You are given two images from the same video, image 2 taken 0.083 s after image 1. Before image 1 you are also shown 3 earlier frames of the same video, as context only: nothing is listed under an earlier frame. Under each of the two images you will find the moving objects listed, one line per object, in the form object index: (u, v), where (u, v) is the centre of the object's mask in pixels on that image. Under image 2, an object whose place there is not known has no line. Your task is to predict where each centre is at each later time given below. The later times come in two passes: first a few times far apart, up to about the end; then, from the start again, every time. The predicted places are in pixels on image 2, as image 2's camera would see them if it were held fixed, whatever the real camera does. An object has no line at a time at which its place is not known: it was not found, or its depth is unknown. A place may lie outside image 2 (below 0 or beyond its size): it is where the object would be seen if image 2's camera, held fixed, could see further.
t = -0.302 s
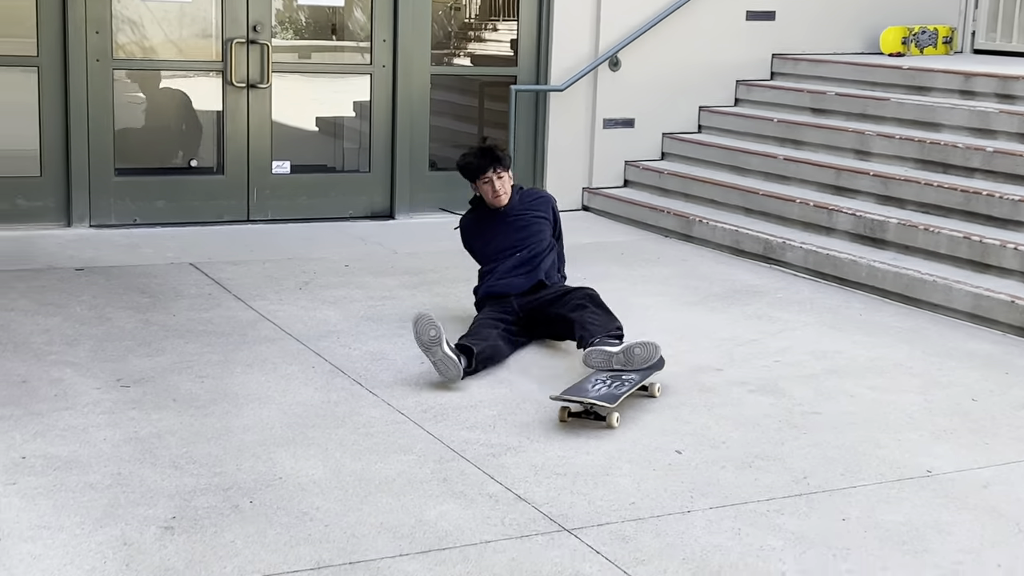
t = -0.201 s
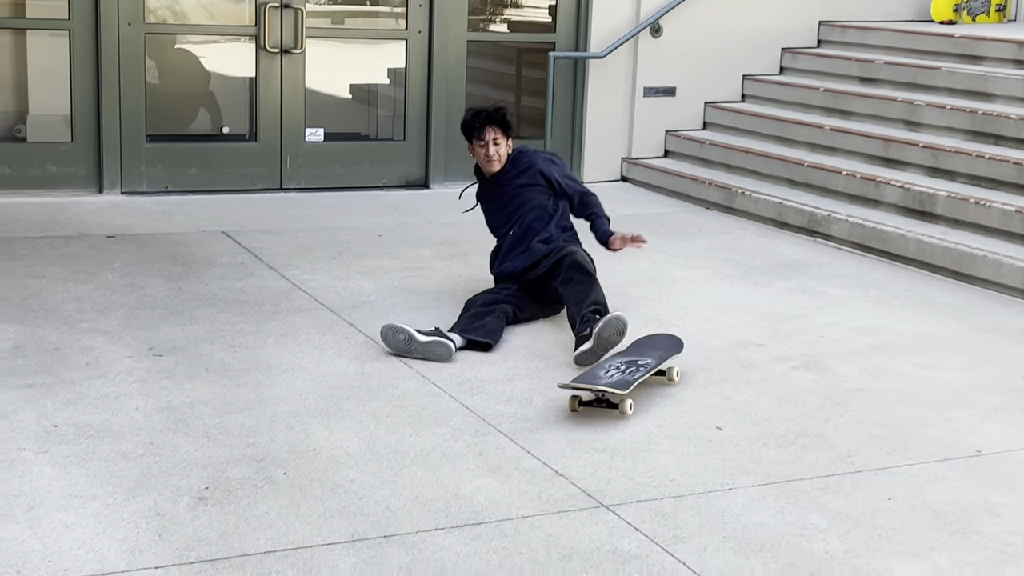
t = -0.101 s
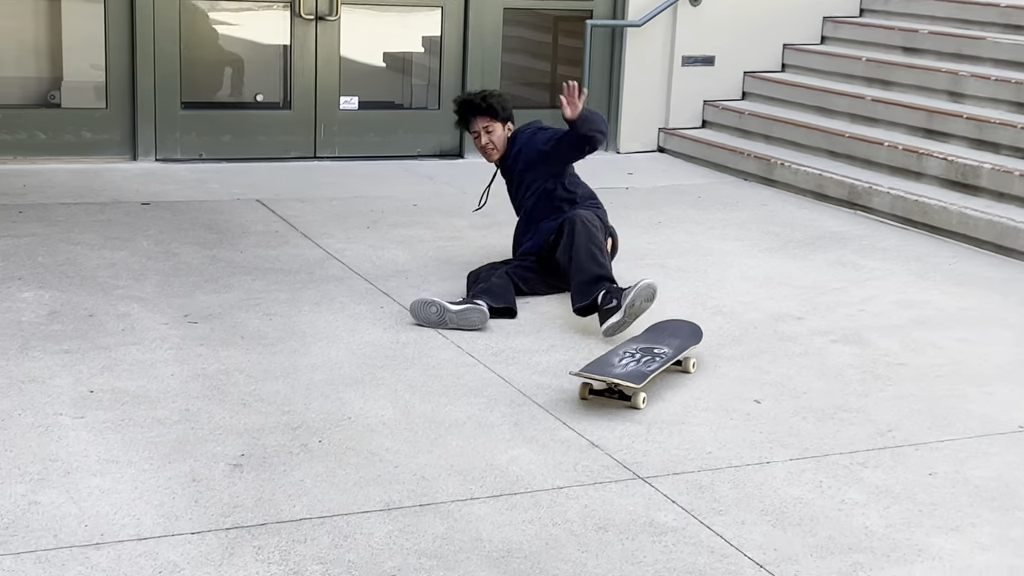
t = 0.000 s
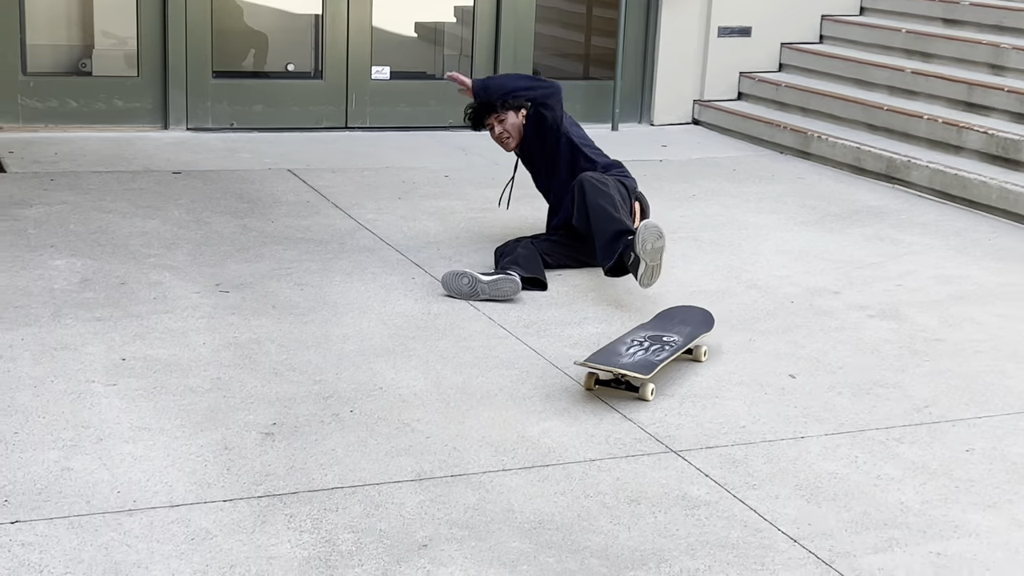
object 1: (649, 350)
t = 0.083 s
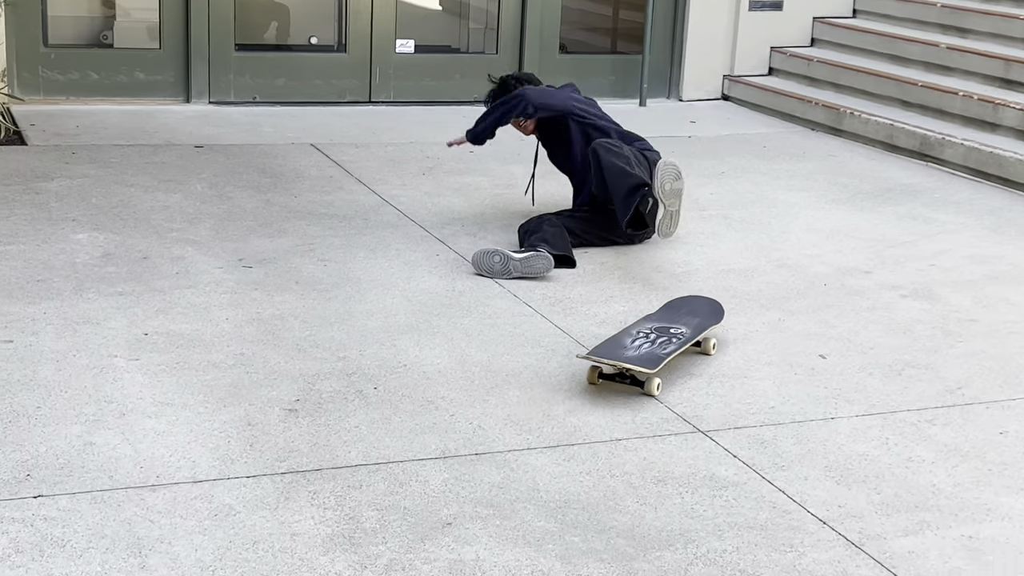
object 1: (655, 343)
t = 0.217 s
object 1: (620, 367)
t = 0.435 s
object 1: (555, 412)
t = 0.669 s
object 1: (474, 469)
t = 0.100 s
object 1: (651, 346)
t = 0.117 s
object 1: (648, 348)
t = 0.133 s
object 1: (642, 352)
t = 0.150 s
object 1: (638, 355)
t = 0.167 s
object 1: (634, 358)
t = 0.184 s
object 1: (630, 360)
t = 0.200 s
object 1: (625, 364)
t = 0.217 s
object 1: (620, 367)
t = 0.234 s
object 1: (615, 370)
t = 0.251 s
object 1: (611, 374)
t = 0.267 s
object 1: (606, 377)
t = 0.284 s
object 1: (601, 380)
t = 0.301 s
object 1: (596, 384)
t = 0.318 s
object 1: (591, 387)
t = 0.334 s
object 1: (586, 390)
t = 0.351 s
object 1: (581, 394)
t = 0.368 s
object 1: (576, 397)
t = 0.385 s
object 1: (571, 401)
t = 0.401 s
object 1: (566, 404)
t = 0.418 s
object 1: (561, 408)
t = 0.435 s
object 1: (555, 412)
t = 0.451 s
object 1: (550, 416)
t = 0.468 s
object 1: (545, 420)
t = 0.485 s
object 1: (539, 423)
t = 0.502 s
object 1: (533, 427)
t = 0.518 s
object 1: (528, 431)
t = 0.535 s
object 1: (522, 435)
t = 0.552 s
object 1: (516, 439)
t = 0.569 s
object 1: (511, 443)
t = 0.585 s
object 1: (505, 447)
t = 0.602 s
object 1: (499, 452)
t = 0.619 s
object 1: (493, 456)
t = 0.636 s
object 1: (486, 460)
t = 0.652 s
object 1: (480, 465)
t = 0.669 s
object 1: (474, 469)
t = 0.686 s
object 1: (468, 474)
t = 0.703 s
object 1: (461, 479)
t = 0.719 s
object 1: (455, 483)
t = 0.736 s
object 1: (448, 488)
